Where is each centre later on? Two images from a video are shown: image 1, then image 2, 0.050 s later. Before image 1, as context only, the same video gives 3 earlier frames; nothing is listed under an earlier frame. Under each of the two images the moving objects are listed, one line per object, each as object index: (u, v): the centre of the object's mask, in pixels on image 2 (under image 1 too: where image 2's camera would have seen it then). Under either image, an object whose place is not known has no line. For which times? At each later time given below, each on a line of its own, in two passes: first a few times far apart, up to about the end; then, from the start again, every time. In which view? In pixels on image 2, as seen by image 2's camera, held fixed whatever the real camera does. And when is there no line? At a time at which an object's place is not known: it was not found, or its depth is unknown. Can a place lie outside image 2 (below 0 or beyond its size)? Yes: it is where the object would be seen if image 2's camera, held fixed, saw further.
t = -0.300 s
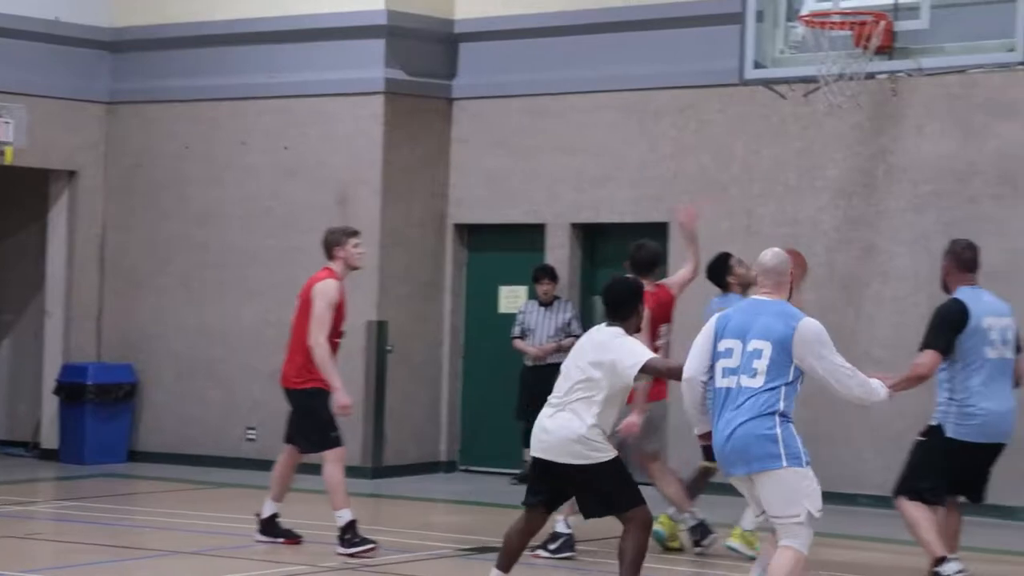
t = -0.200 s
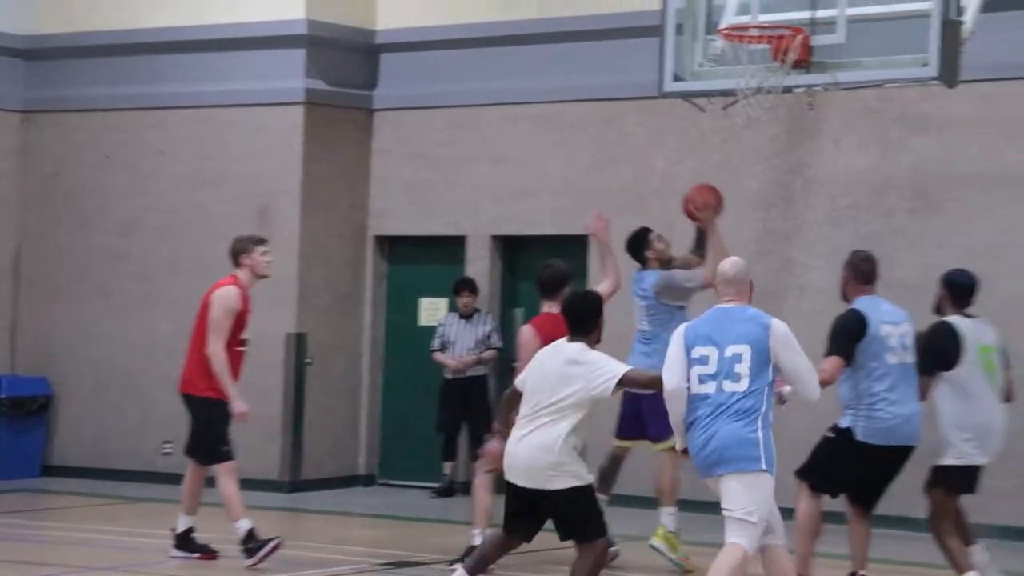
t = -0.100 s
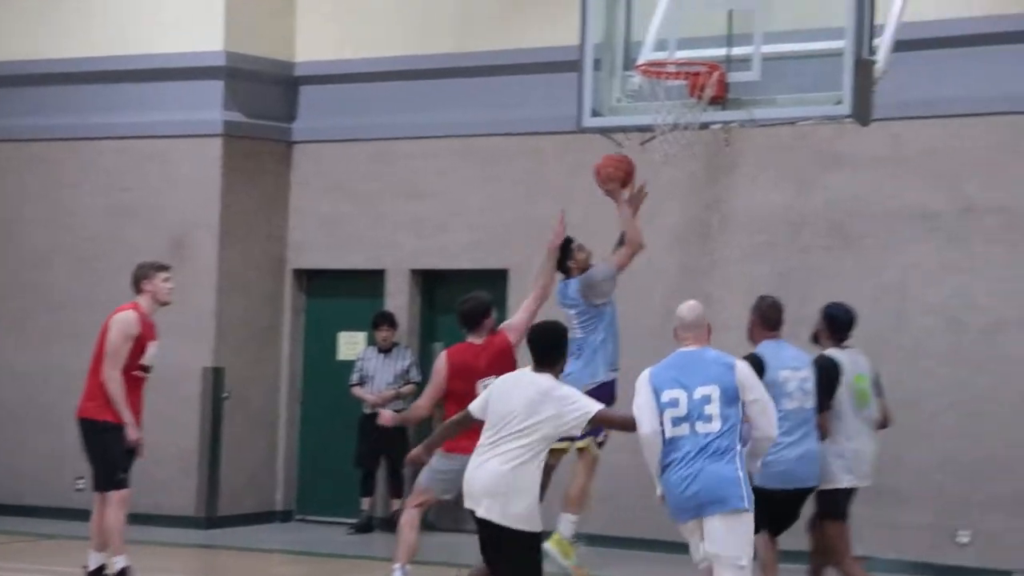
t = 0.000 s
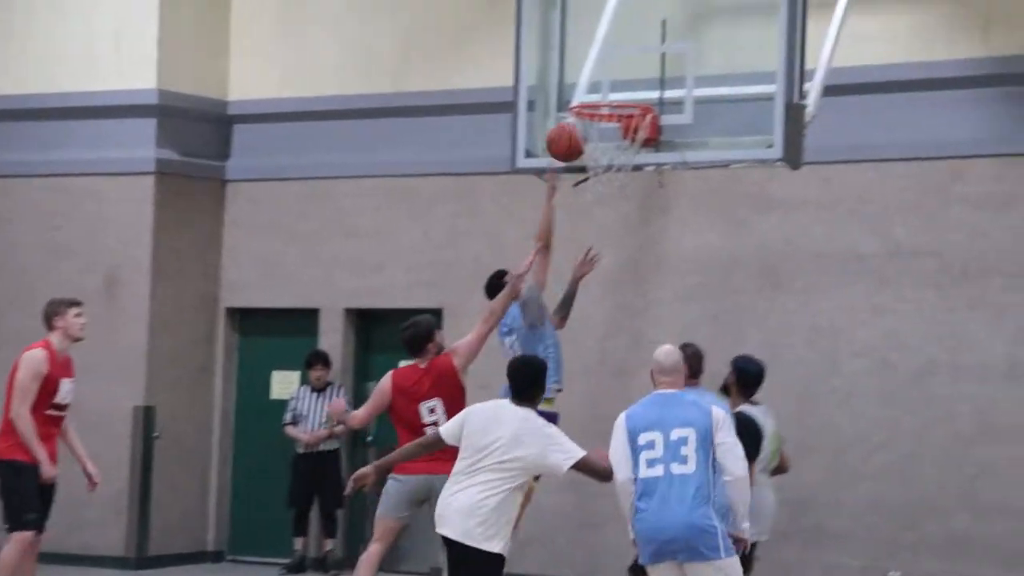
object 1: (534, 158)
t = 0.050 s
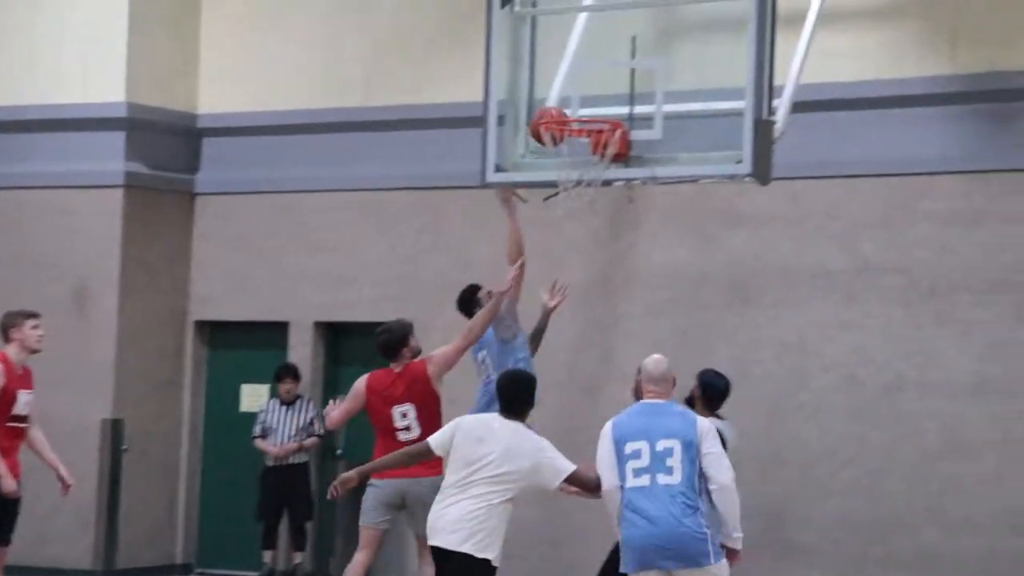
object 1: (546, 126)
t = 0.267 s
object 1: (582, 71)
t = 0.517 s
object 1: (600, 104)
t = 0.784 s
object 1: (572, 95)
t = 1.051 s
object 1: (592, 100)
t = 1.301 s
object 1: (580, 147)
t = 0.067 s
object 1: (553, 110)
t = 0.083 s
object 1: (559, 105)
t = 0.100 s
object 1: (563, 100)
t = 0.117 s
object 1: (565, 96)
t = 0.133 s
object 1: (567, 91)
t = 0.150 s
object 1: (569, 87)
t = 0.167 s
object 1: (571, 84)
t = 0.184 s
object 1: (573, 80)
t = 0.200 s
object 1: (575, 78)
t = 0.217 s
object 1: (577, 75)
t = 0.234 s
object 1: (578, 74)
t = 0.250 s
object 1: (580, 72)
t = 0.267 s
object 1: (582, 71)
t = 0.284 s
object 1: (583, 71)
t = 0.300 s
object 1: (585, 71)
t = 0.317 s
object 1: (587, 72)
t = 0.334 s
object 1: (589, 73)
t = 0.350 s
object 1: (590, 74)
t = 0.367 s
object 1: (592, 76)
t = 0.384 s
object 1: (593, 78)
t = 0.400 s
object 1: (595, 81)
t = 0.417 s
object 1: (597, 85)
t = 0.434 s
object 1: (598, 89)
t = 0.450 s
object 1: (600, 93)
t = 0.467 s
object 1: (602, 98)
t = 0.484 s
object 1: (603, 102)
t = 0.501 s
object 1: (604, 105)
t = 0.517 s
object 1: (600, 104)
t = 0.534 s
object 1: (595, 103)
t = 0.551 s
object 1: (590, 102)
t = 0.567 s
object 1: (585, 102)
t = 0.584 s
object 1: (580, 102)
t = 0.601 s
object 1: (575, 102)
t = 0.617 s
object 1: (570, 103)
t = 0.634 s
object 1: (565, 104)
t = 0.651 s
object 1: (560, 105)
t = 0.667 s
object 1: (556, 106)
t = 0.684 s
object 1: (556, 105)
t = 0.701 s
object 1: (559, 102)
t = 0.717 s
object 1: (562, 100)
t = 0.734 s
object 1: (564, 99)
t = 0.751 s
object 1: (566, 97)
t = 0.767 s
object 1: (569, 96)
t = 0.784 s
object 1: (572, 95)
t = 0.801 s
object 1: (574, 94)
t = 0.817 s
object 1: (577, 95)
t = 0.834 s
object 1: (579, 95)
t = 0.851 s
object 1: (581, 95)
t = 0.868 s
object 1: (584, 97)
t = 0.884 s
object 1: (586, 98)
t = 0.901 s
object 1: (588, 100)
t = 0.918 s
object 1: (590, 101)
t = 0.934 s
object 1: (593, 103)
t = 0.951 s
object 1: (595, 105)
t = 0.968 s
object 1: (595, 105)
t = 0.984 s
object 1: (594, 104)
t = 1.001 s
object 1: (594, 102)
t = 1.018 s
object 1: (593, 101)
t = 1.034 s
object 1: (592, 101)
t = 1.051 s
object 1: (592, 100)
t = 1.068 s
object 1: (591, 100)
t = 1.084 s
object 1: (590, 100)
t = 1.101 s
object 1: (590, 100)
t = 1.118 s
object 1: (589, 101)
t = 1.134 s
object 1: (588, 102)
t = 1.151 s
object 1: (587, 103)
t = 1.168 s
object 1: (587, 105)
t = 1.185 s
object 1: (586, 106)
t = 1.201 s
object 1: (586, 108)
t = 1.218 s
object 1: (585, 110)
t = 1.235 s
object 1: (582, 125)
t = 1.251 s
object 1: (580, 130)
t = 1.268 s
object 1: (582, 139)
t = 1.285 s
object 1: (579, 143)
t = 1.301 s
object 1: (580, 147)
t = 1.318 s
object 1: (579, 153)
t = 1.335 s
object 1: (577, 158)
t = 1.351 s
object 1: (577, 163)
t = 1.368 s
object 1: (577, 169)
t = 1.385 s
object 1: (576, 171)
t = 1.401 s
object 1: (575, 174)
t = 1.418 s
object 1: (575, 178)
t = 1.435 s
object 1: (573, 183)
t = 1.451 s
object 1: (573, 188)
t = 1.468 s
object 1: (573, 192)
